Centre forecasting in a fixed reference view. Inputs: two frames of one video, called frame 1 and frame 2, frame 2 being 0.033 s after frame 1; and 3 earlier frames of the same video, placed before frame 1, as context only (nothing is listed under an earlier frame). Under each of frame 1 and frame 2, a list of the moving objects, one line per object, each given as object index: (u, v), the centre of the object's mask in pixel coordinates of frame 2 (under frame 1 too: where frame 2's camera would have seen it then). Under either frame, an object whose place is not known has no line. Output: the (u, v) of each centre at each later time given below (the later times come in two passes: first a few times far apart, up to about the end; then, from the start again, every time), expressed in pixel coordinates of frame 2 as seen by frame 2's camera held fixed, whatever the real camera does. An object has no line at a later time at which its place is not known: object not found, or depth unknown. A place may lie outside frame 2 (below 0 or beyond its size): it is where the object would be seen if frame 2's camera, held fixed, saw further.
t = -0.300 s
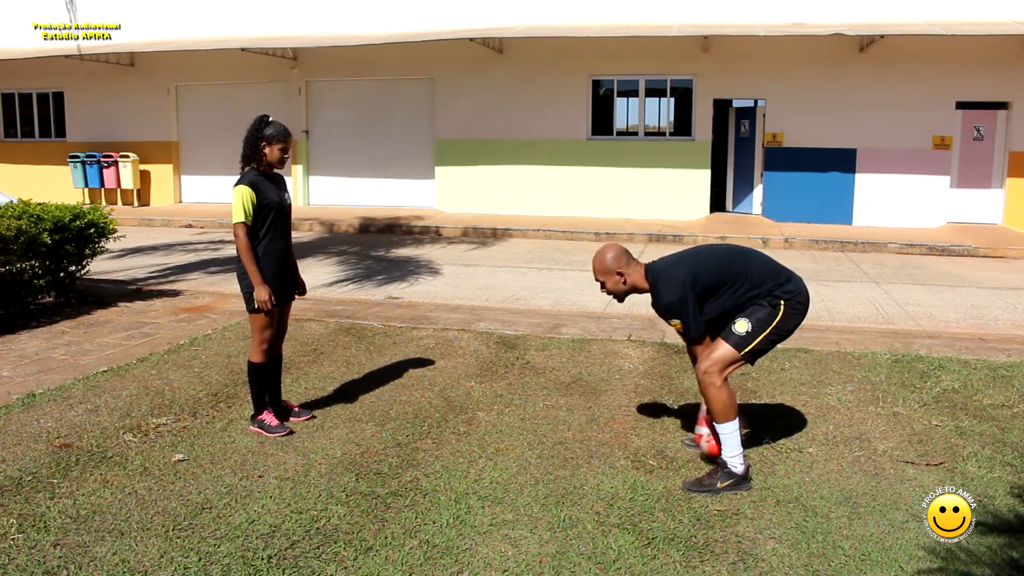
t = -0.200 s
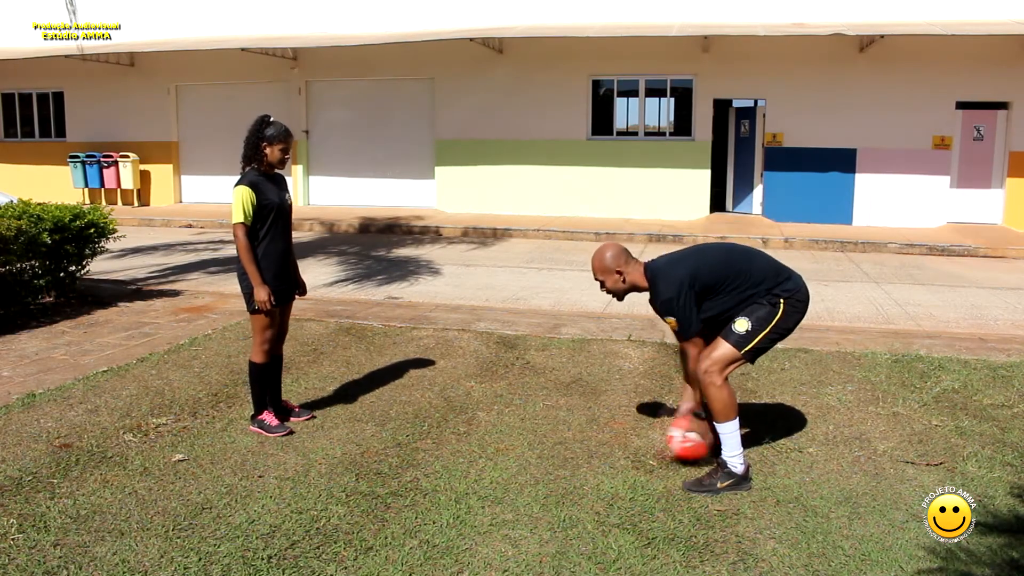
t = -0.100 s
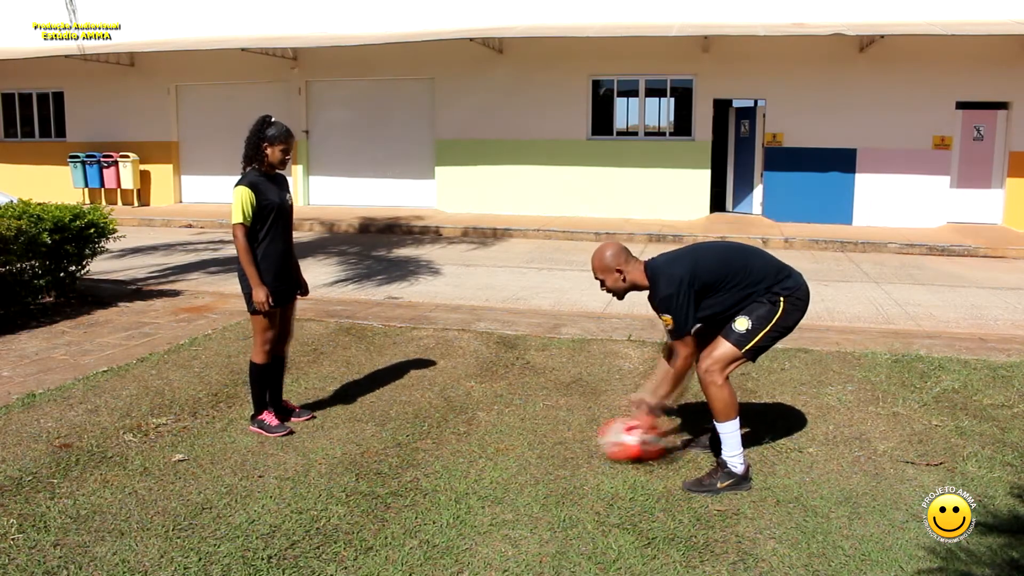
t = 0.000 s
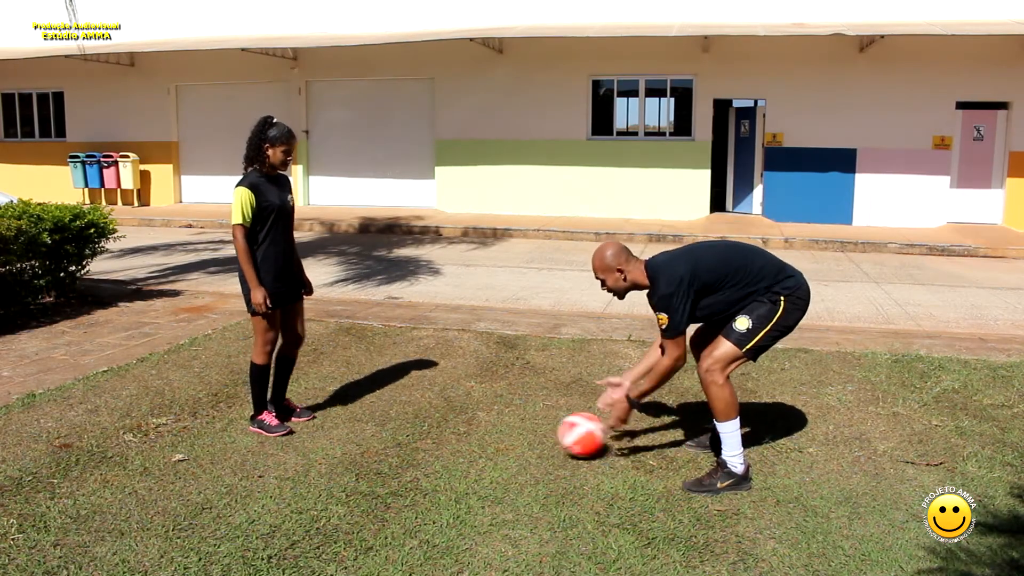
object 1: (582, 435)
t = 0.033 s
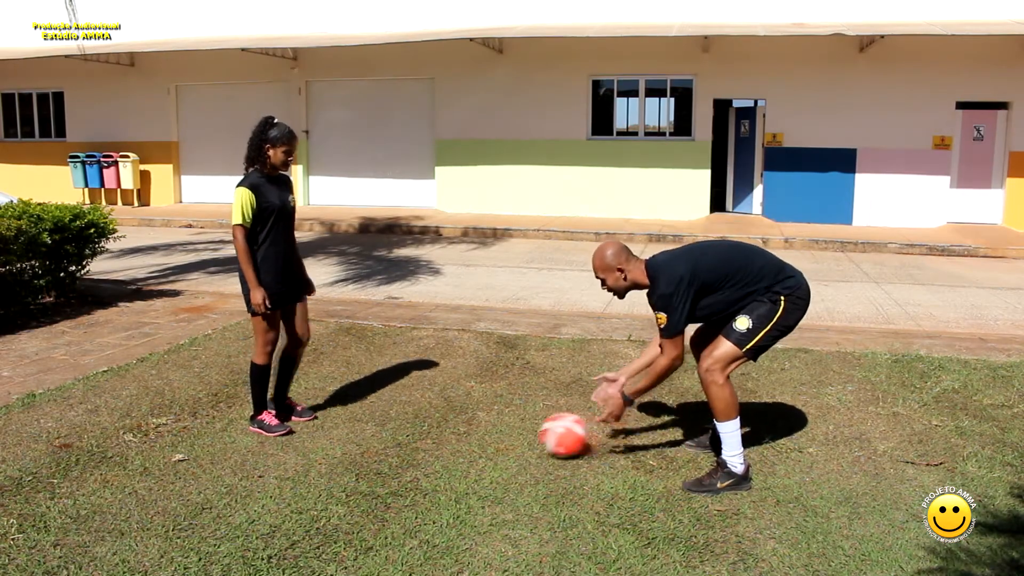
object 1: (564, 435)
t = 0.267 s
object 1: (473, 435)
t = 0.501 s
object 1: (390, 429)
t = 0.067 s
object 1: (554, 436)
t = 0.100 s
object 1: (538, 436)
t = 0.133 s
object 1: (528, 436)
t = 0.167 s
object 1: (513, 437)
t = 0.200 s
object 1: (497, 436)
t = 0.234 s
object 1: (487, 435)
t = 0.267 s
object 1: (473, 435)
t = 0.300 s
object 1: (464, 435)
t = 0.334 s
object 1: (449, 434)
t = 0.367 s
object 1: (435, 433)
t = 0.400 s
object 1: (426, 432)
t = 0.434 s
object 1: (412, 430)
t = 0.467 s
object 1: (404, 429)
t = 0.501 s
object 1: (390, 429)
